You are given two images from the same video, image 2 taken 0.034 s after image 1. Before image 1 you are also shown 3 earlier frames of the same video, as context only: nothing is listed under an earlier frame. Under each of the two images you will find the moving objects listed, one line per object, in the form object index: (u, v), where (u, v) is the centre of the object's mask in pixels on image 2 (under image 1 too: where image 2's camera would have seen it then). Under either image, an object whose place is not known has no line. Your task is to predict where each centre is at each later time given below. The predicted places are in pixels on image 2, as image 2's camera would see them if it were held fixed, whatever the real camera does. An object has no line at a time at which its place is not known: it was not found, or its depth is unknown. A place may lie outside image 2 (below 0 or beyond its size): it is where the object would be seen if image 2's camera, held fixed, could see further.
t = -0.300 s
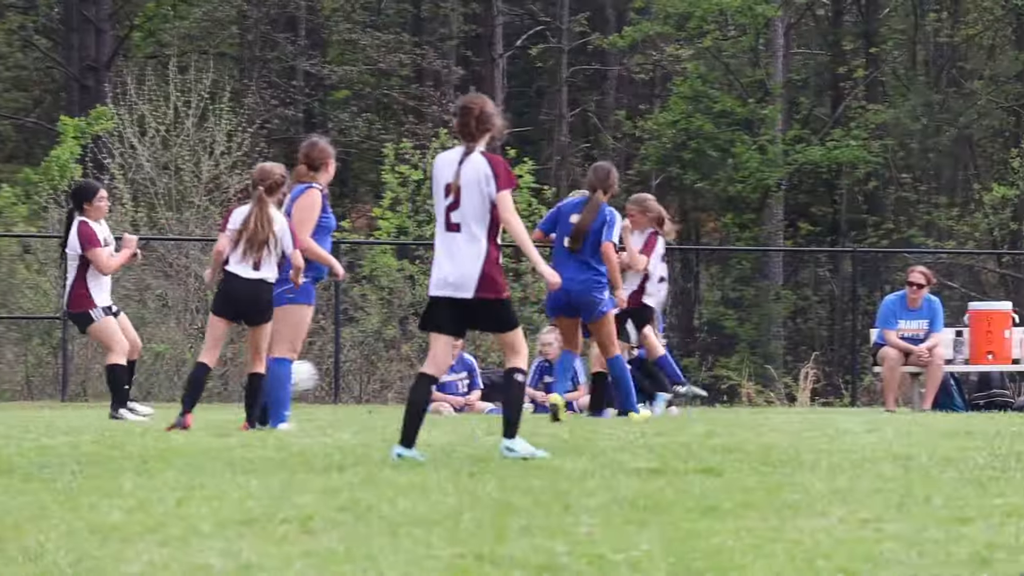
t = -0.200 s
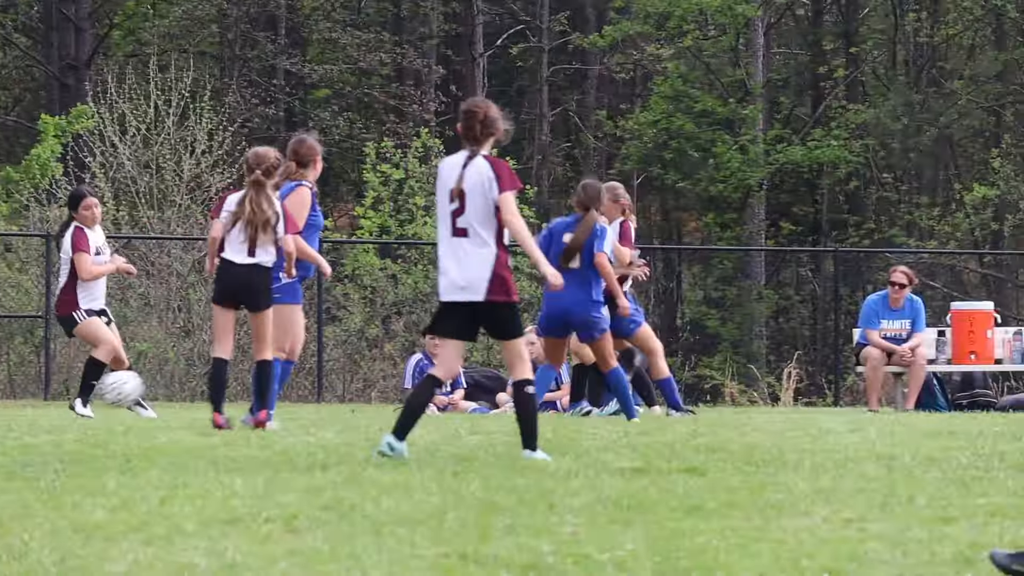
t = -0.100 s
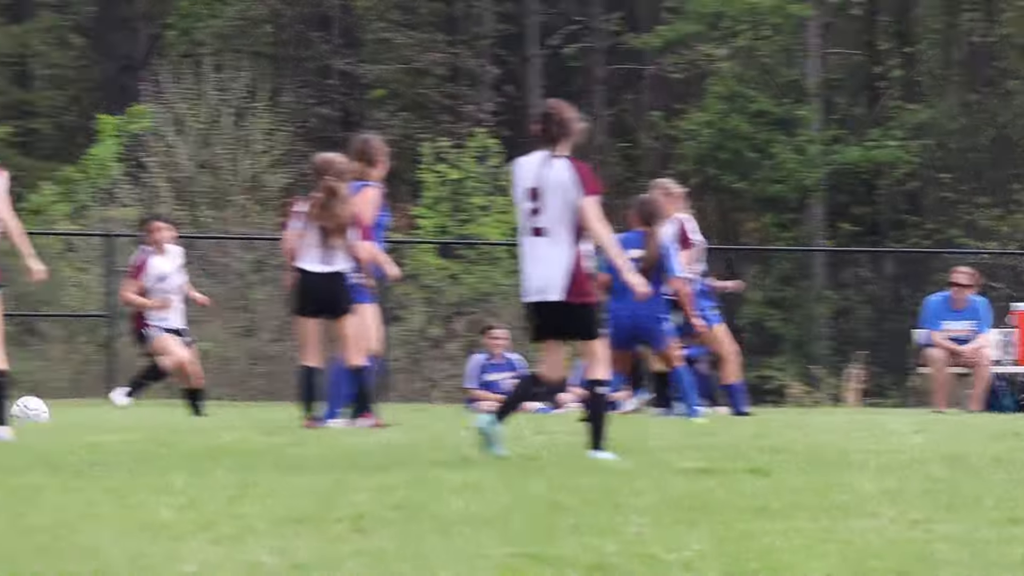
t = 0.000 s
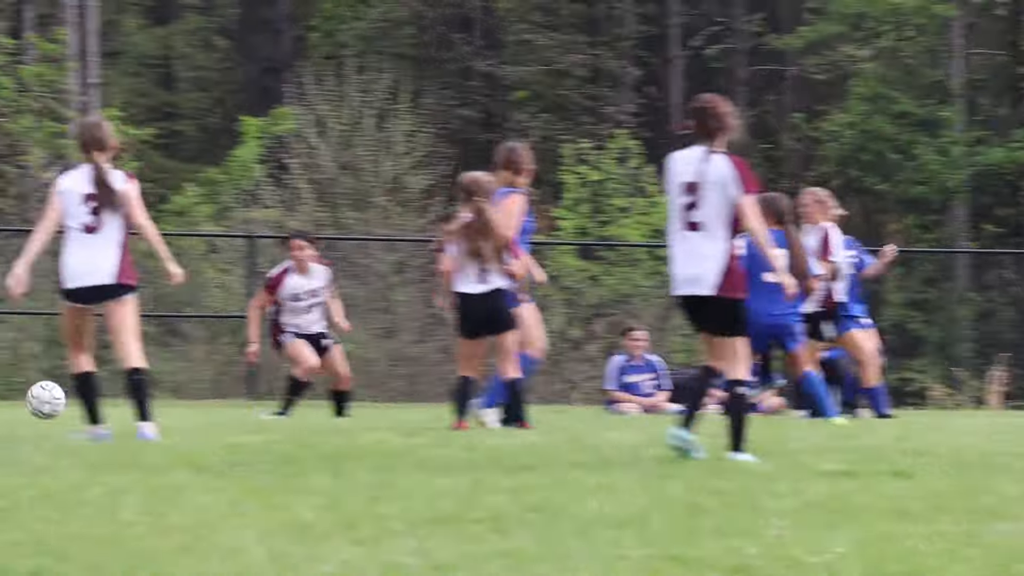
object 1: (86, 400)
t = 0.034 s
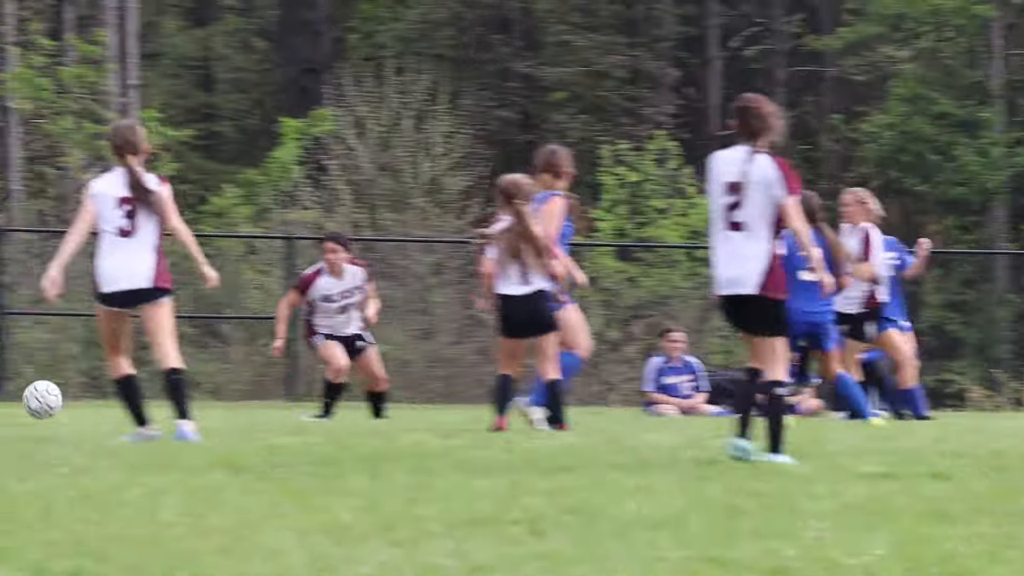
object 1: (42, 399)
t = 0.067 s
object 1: (-1, 399)
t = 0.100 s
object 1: (-45, 401)
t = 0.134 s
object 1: (-89, 404)
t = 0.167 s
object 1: (-135, 407)
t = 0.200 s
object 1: (-178, 410)
